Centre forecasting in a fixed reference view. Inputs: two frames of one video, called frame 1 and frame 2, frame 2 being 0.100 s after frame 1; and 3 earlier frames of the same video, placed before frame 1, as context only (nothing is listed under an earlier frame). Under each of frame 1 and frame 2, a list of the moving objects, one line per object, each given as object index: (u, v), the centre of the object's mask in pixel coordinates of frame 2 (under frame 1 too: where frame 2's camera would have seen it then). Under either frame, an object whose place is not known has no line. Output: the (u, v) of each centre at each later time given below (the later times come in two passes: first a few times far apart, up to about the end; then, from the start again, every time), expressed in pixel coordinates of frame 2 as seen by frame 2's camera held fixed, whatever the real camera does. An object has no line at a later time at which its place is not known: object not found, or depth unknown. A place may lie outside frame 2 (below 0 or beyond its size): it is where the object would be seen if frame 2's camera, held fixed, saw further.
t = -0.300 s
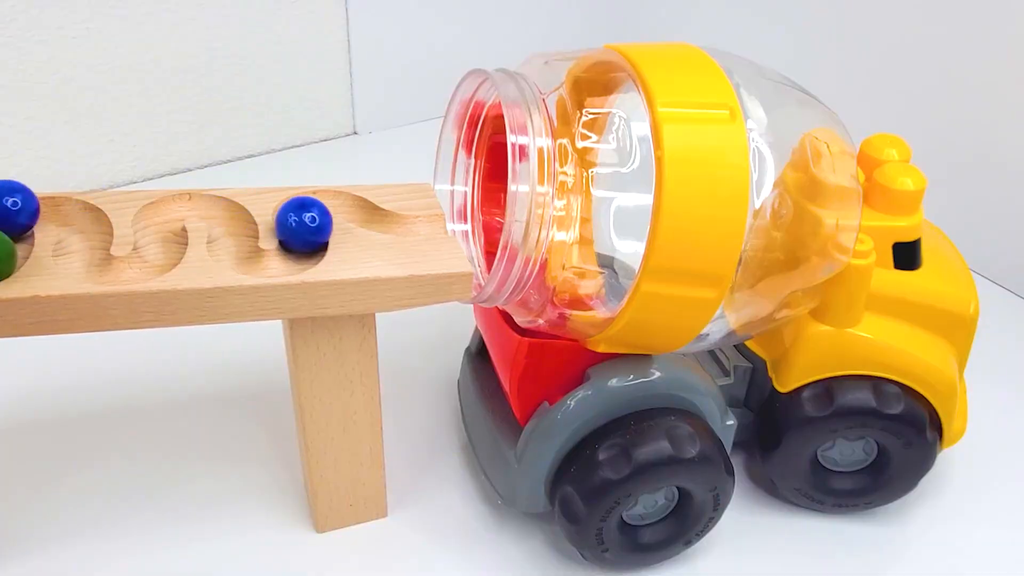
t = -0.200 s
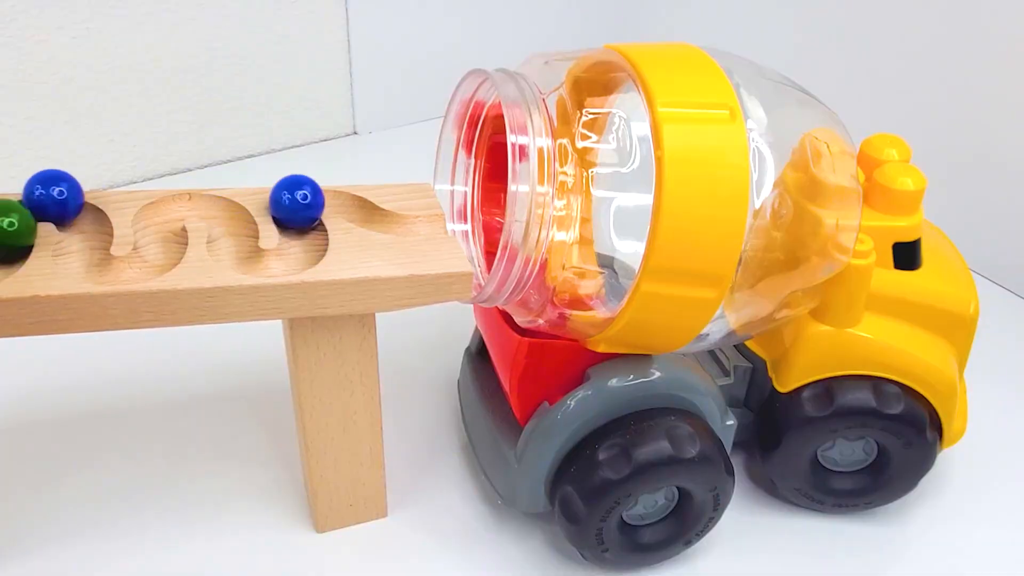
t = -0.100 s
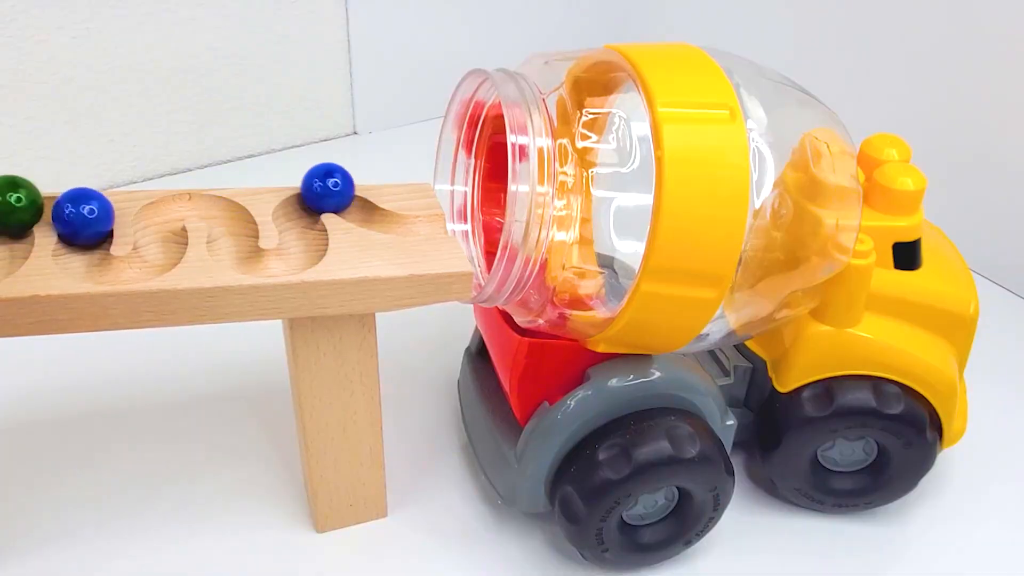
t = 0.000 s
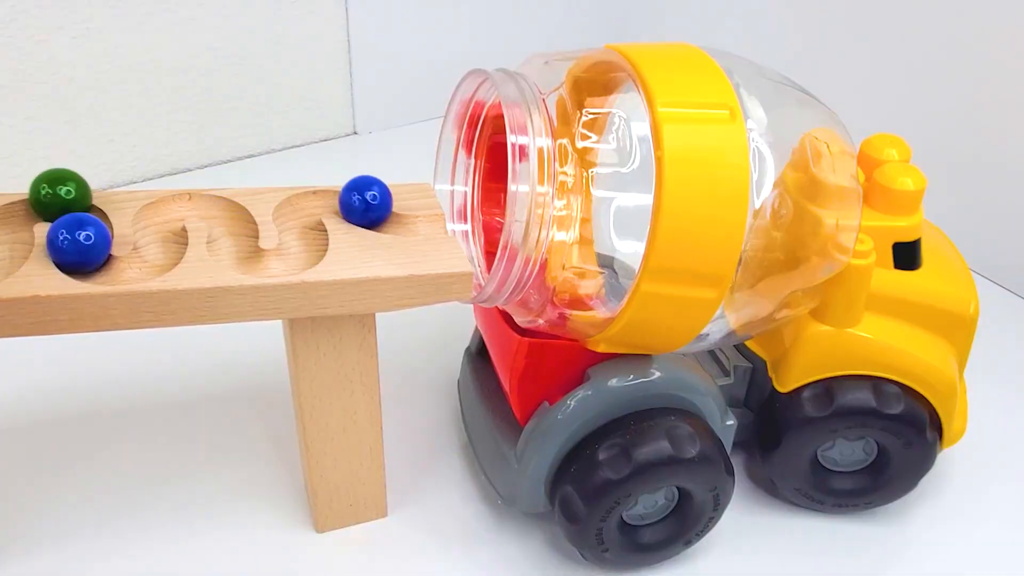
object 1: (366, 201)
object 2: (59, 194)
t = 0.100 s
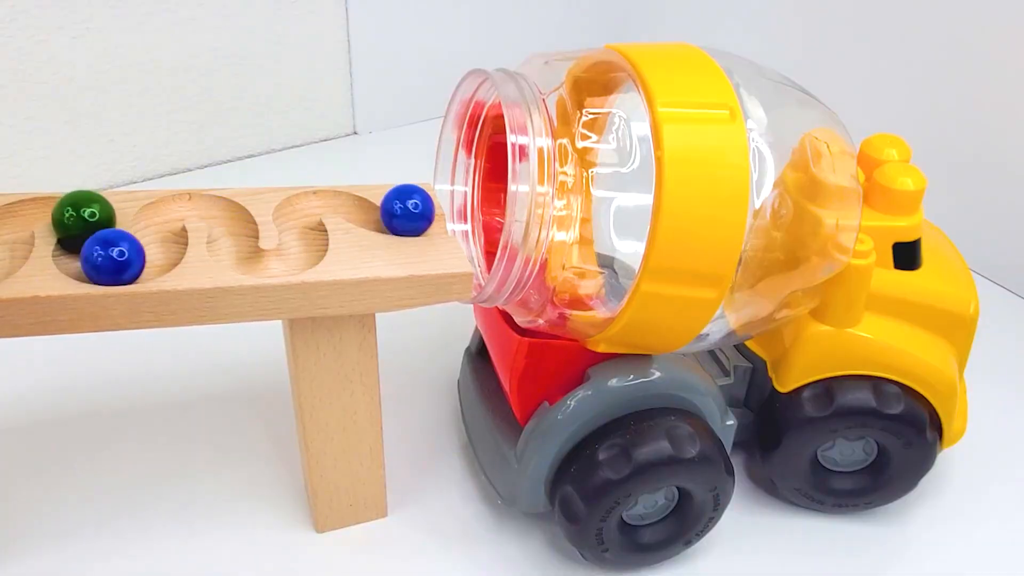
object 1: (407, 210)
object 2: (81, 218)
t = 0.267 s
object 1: (484, 253)
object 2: (110, 257)
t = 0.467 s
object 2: (158, 217)
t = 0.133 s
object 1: (423, 210)
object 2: (80, 230)
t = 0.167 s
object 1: (440, 210)
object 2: (79, 240)
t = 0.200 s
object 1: (458, 211)
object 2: (82, 248)
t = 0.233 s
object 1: (476, 226)
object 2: (93, 254)
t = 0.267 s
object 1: (484, 253)
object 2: (110, 257)
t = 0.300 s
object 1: (529, 268)
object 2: (130, 255)
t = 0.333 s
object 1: (554, 279)
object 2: (147, 249)
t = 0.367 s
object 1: (557, 268)
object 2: (155, 242)
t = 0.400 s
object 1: (558, 273)
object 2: (160, 233)
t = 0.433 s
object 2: (160, 225)
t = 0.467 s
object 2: (158, 217)
